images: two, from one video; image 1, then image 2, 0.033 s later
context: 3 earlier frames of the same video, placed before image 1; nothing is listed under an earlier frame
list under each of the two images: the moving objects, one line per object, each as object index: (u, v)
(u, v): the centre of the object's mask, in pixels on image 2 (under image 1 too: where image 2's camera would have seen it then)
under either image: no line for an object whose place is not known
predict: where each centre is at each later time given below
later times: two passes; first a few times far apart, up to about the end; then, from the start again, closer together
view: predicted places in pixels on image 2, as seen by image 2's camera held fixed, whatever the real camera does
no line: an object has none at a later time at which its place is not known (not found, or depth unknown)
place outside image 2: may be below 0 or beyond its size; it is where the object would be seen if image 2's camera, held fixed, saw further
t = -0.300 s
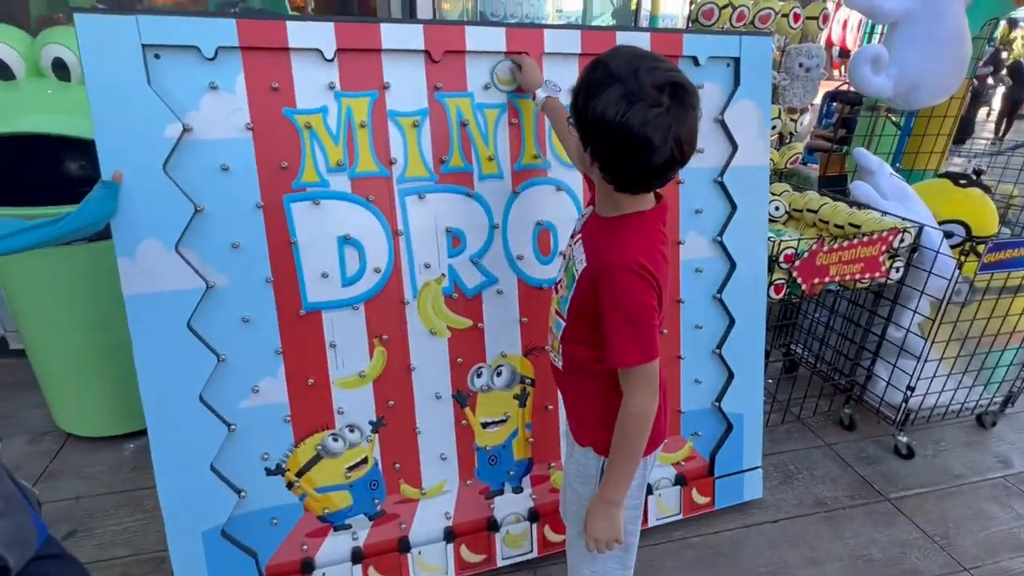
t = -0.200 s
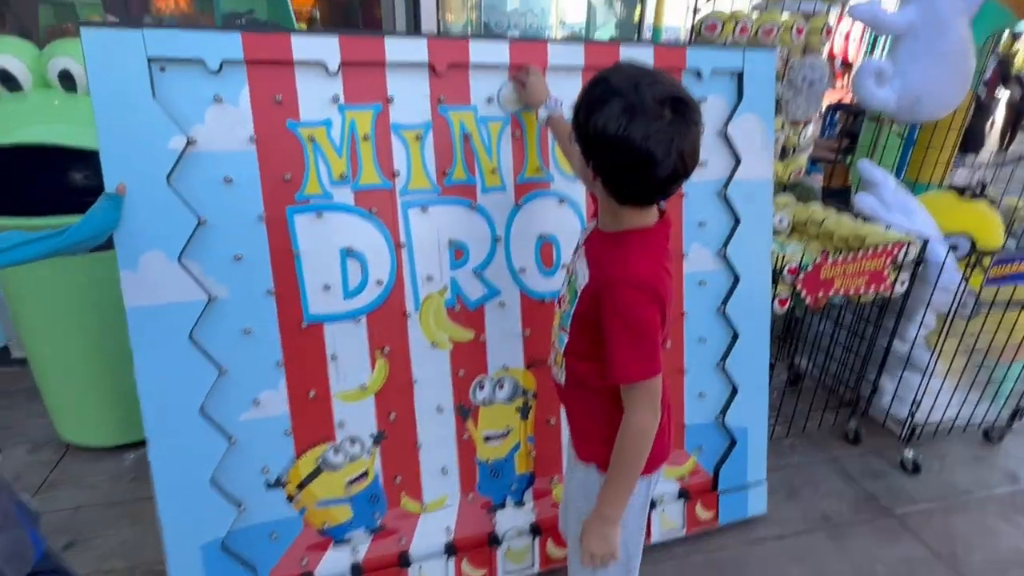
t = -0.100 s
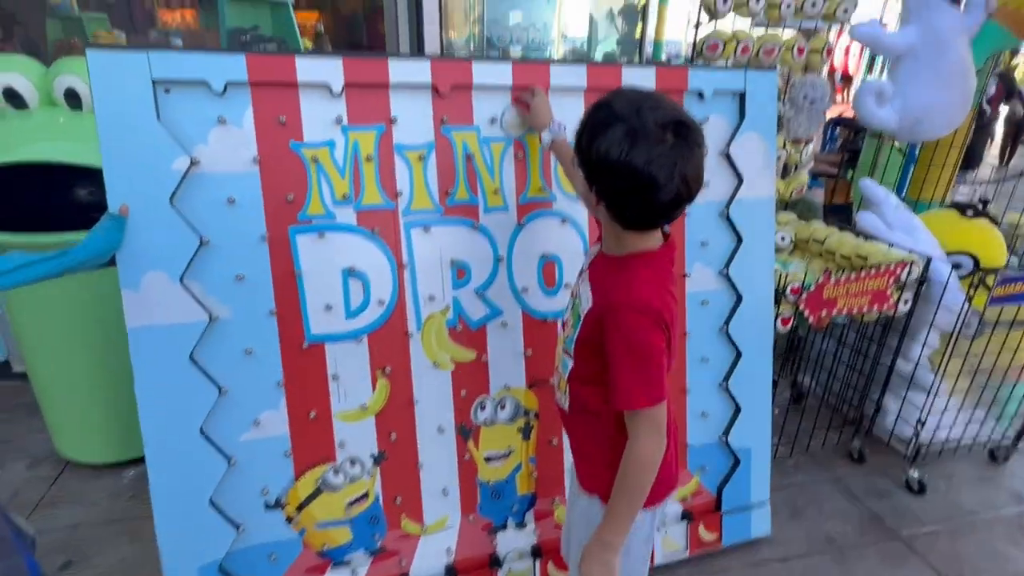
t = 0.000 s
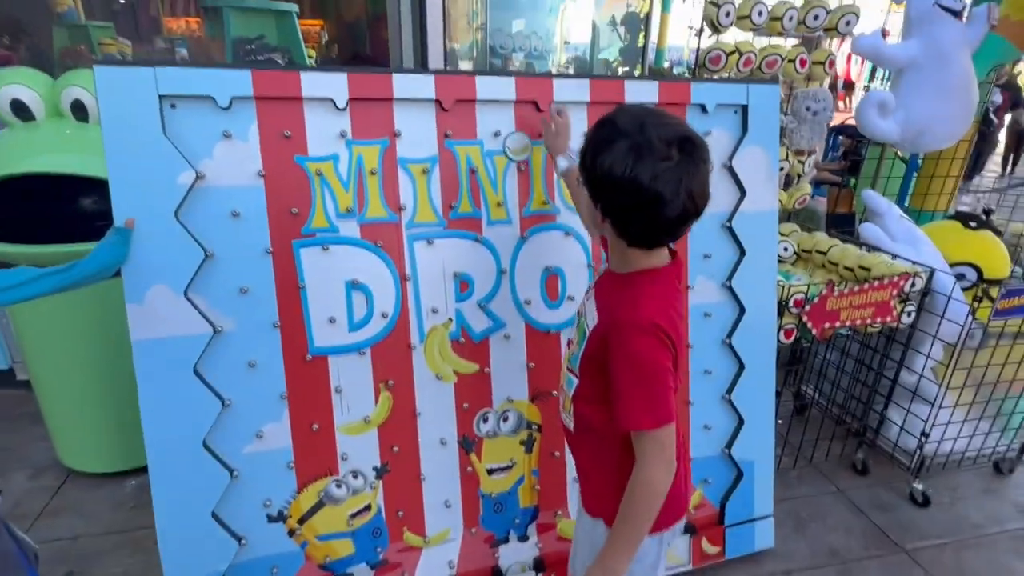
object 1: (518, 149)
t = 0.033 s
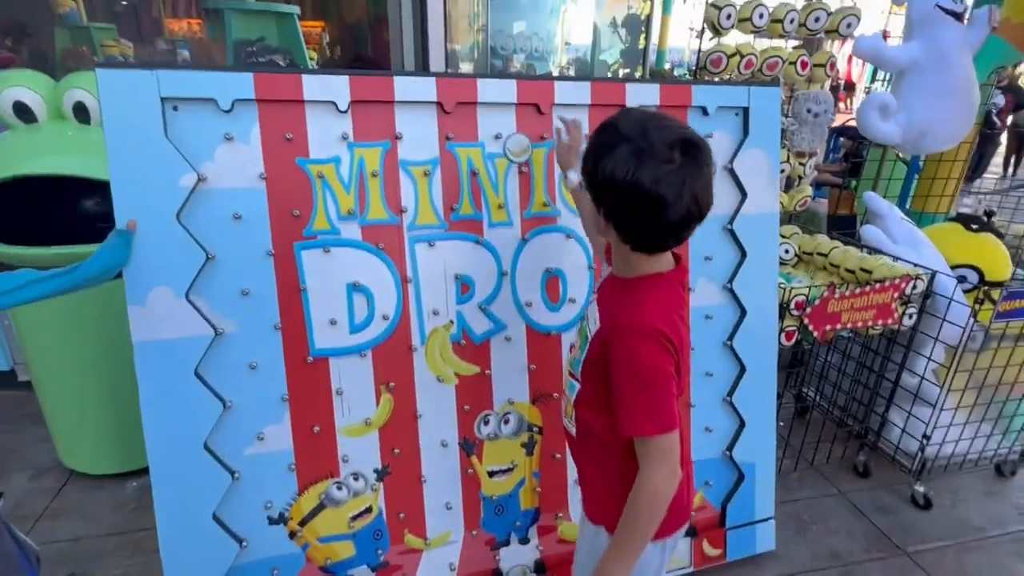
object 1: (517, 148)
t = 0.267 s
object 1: (503, 166)
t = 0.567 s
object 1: (496, 187)
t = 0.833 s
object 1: (486, 196)
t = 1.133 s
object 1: (459, 228)
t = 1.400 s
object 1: (478, 266)
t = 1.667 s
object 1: (501, 299)
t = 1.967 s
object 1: (528, 335)
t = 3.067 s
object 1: (465, 515)
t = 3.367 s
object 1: (438, 552)
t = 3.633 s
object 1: (432, 590)
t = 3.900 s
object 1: (432, 590)
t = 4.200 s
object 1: (432, 590)
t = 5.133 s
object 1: (433, 588)
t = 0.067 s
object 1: (517, 151)
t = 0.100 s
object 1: (516, 152)
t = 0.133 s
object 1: (514, 152)
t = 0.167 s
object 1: (513, 154)
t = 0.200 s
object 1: (510, 156)
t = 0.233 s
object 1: (507, 160)
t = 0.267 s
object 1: (503, 166)
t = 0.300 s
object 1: (500, 178)
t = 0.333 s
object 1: (497, 187)
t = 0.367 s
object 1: (493, 181)
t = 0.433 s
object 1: (496, 186)
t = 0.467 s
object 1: (497, 185)
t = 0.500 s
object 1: (497, 185)
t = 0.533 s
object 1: (497, 188)
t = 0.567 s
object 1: (496, 187)
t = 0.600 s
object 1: (496, 188)
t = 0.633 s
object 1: (496, 188)
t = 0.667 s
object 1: (495, 188)
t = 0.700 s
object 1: (494, 189)
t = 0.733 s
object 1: (492, 189)
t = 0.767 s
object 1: (490, 191)
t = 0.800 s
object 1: (488, 192)
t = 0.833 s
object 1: (486, 196)
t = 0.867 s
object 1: (482, 203)
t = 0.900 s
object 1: (480, 215)
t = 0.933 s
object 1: (478, 220)
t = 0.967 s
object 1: (474, 214)
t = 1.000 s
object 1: (472, 211)
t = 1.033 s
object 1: (470, 213)
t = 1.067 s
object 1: (468, 219)
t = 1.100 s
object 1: (467, 226)
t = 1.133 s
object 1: (459, 228)
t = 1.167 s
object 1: (452, 233)
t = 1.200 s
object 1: (450, 241)
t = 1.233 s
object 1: (457, 248)
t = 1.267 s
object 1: (463, 258)
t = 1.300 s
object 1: (473, 259)
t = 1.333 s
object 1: (484, 263)
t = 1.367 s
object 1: (484, 264)
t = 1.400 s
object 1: (478, 266)
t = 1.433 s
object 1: (475, 270)
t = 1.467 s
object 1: (480, 274)
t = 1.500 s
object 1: (485, 282)
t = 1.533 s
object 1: (491, 291)
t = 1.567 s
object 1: (500, 292)
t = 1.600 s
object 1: (510, 295)
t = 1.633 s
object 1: (507, 296)
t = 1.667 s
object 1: (501, 299)
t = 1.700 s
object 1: (501, 303)
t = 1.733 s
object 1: (506, 308)
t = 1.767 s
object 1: (512, 317)
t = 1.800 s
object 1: (520, 323)
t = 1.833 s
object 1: (531, 326)
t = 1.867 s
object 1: (532, 327)
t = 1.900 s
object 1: (526, 328)
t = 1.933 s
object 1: (523, 331)
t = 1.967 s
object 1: (528, 335)
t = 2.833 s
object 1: (496, 453)
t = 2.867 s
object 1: (492, 460)
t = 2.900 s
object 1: (488, 470)
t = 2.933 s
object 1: (485, 483)
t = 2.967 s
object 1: (476, 485)
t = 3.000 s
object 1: (472, 493)
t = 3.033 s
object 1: (470, 505)
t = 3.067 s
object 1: (465, 515)
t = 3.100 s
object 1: (463, 515)
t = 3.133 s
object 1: (464, 516)
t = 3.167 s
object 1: (462, 515)
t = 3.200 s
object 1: (460, 518)
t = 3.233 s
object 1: (459, 523)
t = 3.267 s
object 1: (454, 530)
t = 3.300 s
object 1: (449, 538)
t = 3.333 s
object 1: (446, 550)
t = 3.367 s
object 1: (438, 552)
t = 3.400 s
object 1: (435, 560)
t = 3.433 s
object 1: (433, 571)
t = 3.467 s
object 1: (432, 585)
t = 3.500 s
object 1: (430, 589)
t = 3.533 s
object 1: (430, 588)
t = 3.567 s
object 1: (431, 588)
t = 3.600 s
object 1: (431, 589)
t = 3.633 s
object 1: (432, 590)
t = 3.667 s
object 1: (432, 590)
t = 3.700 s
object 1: (432, 590)
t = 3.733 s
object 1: (432, 590)
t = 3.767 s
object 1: (431, 590)
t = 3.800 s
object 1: (432, 590)
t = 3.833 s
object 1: (432, 590)
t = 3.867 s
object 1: (432, 590)
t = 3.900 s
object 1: (432, 590)
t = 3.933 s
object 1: (432, 590)
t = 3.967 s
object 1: (432, 590)
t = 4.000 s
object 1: (432, 590)
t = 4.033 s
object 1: (432, 590)
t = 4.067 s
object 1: (432, 590)
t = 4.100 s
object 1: (432, 590)
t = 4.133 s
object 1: (432, 590)
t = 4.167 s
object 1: (432, 590)
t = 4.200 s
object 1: (432, 590)
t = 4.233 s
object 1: (433, 590)
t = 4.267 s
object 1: (433, 589)
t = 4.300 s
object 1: (433, 589)
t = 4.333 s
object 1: (432, 589)
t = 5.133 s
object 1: (433, 588)
